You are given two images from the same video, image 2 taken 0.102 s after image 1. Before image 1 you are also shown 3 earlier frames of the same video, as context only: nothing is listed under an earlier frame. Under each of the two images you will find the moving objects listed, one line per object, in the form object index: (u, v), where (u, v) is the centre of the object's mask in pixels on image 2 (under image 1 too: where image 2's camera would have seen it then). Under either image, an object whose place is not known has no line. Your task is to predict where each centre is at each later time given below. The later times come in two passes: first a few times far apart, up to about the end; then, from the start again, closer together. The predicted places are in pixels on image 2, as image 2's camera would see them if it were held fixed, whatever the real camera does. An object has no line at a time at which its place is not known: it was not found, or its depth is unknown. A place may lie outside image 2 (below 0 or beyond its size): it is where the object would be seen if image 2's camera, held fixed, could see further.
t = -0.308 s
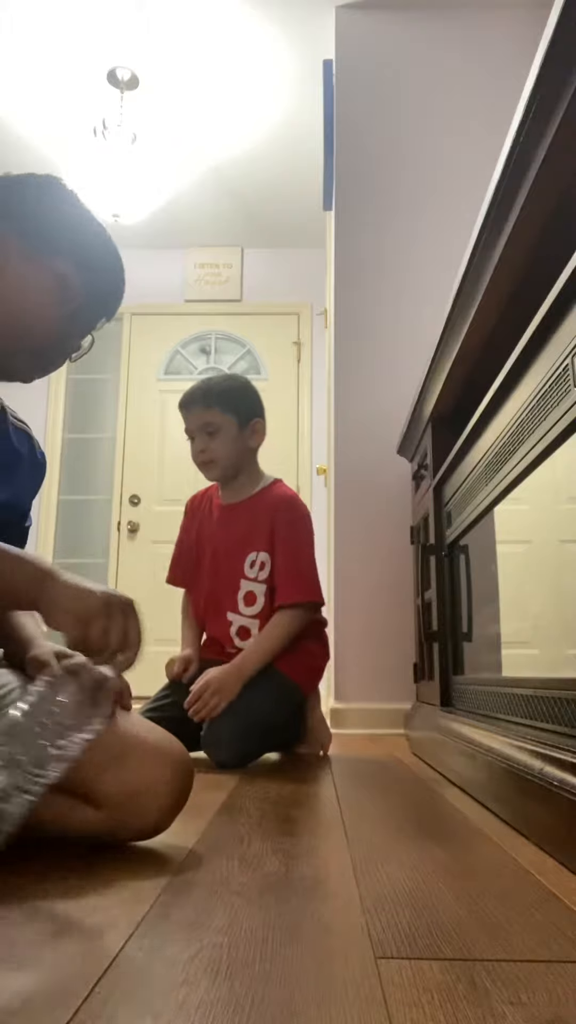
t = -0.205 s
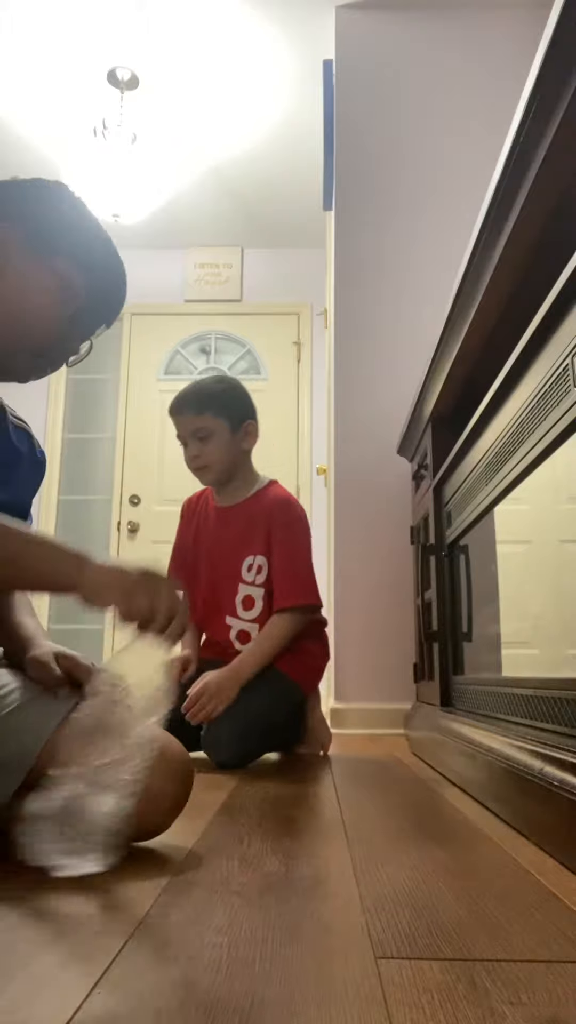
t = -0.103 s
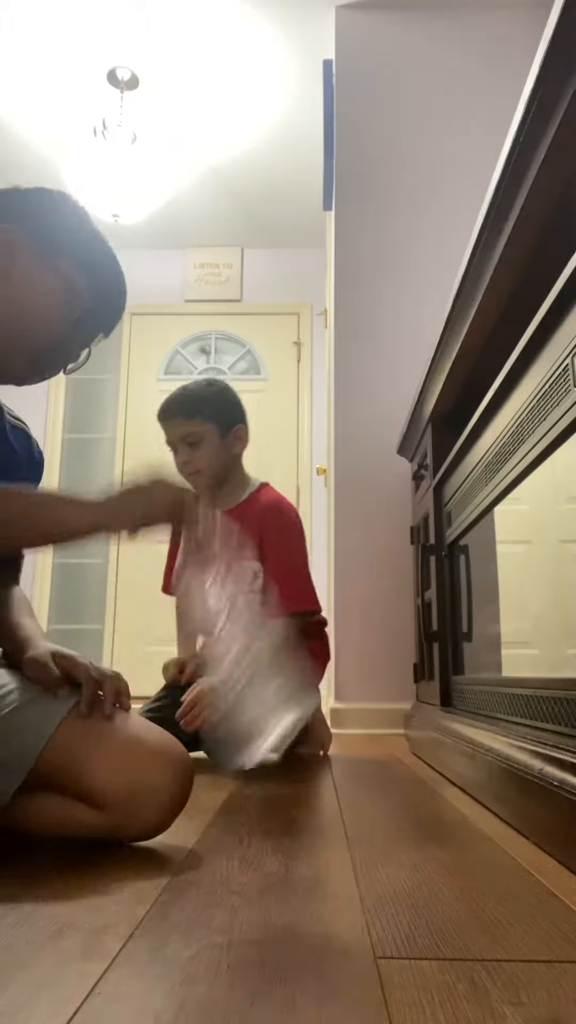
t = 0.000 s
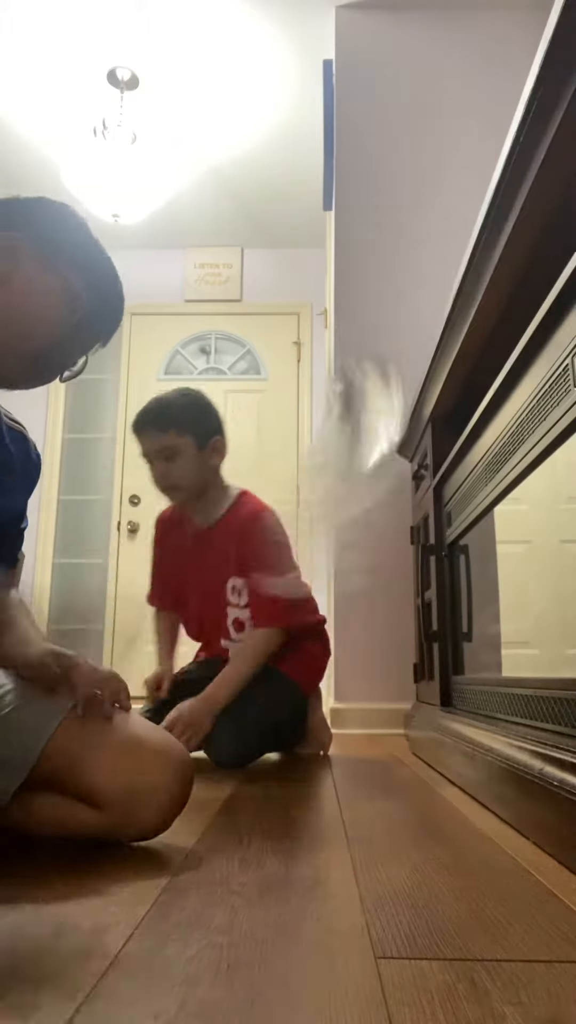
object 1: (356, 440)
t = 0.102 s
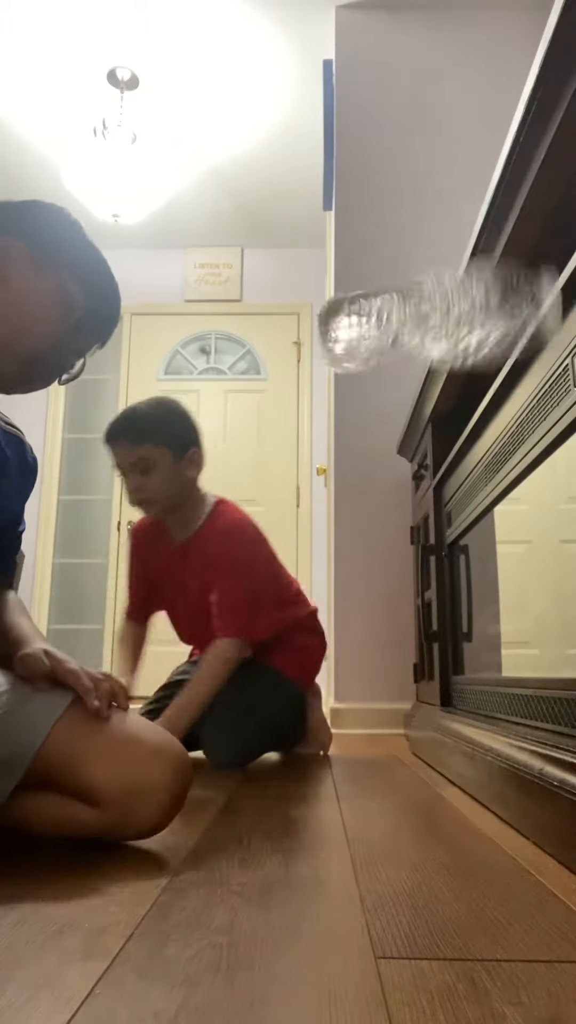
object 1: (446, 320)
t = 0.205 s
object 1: (427, 325)
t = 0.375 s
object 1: (449, 613)
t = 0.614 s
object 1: (453, 850)
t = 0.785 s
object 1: (454, 849)
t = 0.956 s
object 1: (452, 850)
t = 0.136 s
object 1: (438, 300)
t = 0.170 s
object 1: (429, 305)
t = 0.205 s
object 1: (427, 325)
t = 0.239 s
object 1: (430, 355)
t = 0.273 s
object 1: (434, 397)
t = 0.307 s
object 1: (437, 456)
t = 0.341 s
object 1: (443, 529)
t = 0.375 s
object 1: (449, 613)
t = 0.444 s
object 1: (453, 799)
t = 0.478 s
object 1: (448, 847)
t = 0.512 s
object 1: (453, 849)
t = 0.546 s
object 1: (453, 850)
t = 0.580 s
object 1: (452, 850)
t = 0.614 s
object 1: (453, 850)
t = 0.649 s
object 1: (454, 849)
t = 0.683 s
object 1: (454, 849)
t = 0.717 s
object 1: (453, 849)
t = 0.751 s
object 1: (454, 849)
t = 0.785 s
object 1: (454, 849)
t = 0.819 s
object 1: (453, 849)
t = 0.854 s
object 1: (454, 849)
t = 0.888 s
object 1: (453, 849)
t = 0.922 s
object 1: (453, 850)
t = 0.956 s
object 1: (452, 850)
